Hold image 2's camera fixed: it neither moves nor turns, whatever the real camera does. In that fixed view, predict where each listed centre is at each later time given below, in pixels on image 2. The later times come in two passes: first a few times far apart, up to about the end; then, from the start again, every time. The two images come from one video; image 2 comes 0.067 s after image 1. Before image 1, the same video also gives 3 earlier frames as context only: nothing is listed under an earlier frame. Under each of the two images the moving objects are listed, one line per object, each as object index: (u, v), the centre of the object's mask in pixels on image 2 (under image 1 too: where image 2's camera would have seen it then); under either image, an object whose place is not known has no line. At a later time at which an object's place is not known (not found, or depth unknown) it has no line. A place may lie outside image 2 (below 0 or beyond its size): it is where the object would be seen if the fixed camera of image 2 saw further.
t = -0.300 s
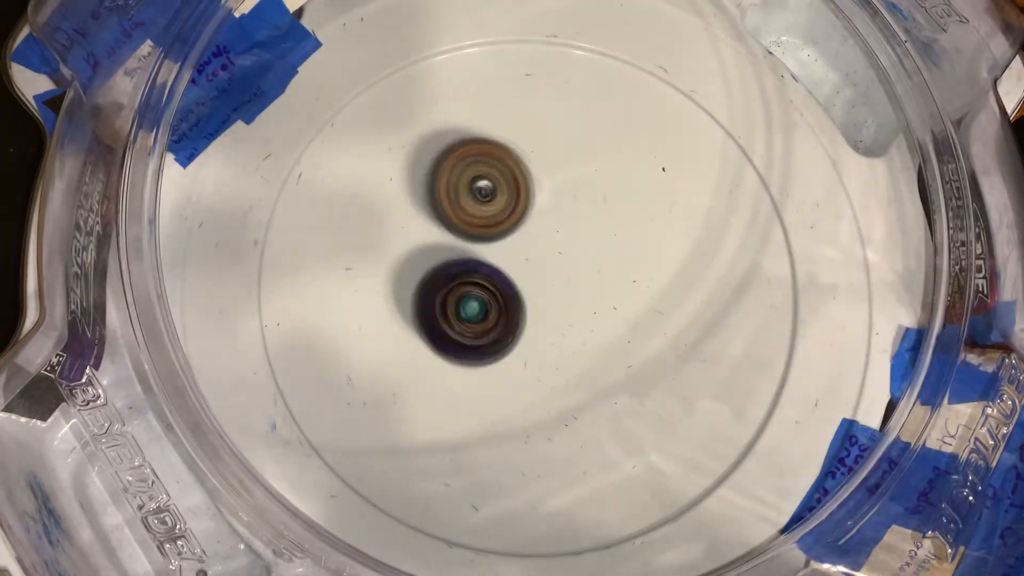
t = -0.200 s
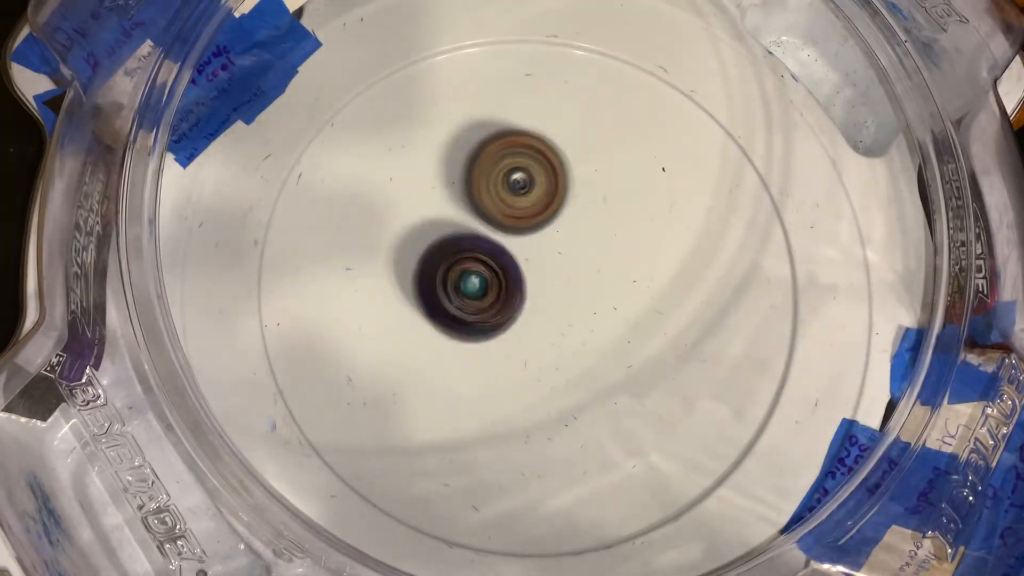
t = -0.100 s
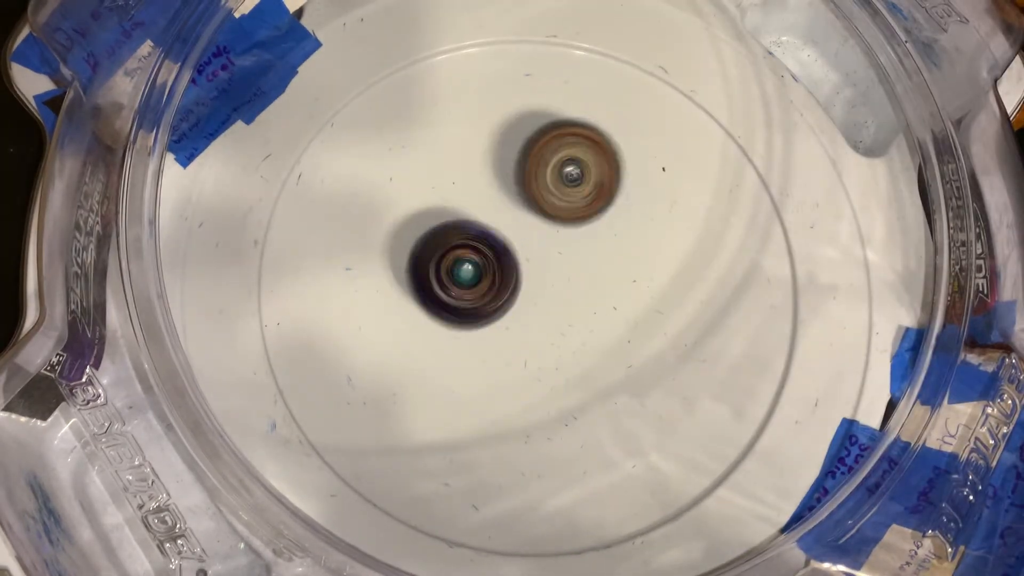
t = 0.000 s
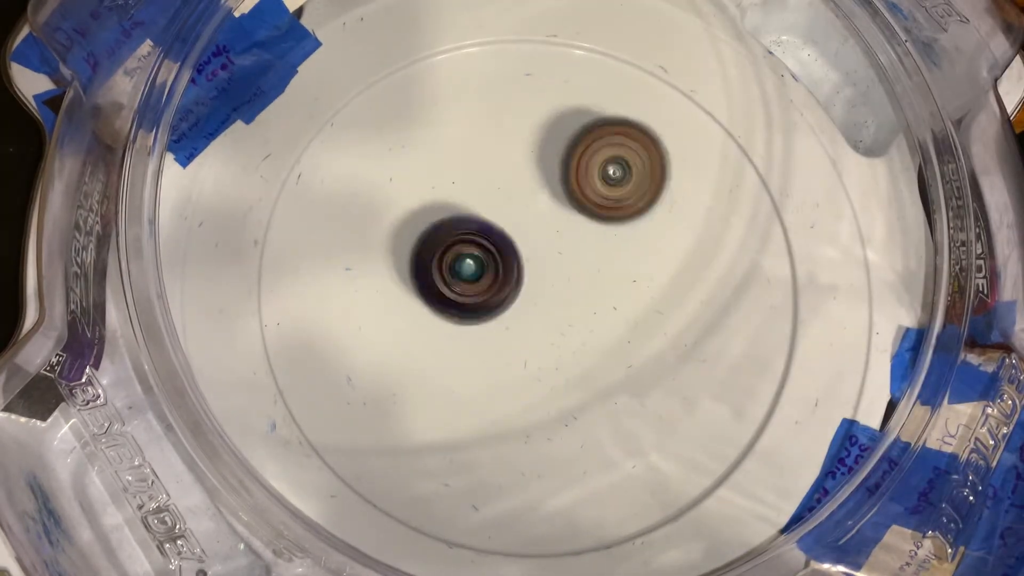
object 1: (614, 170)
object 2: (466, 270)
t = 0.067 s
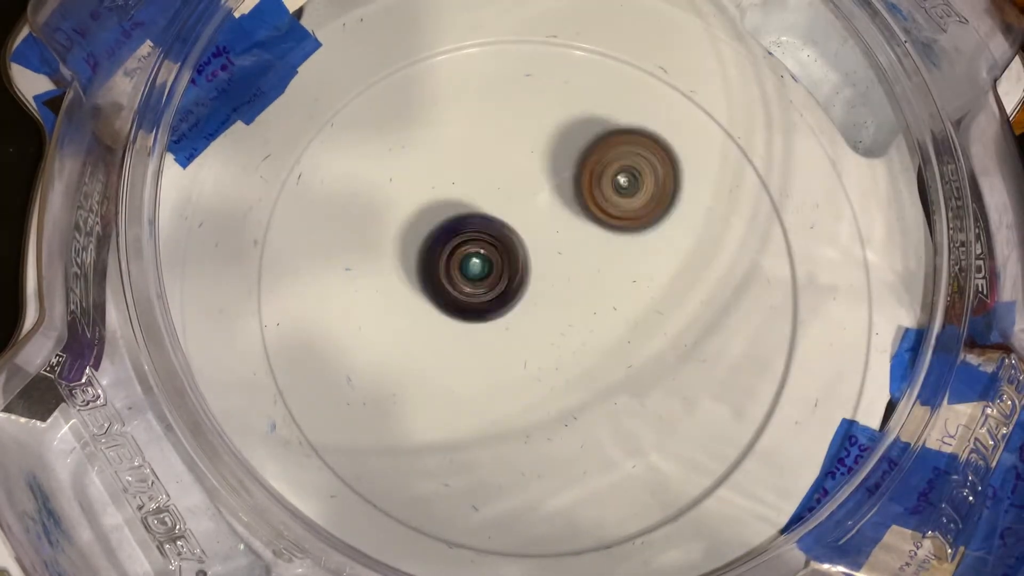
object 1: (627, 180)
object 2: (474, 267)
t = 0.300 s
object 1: (641, 238)
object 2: (493, 256)
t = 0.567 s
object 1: (630, 298)
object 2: (423, 277)
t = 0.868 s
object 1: (552, 254)
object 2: (445, 301)
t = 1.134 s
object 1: (584, 247)
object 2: (484, 317)
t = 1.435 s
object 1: (649, 277)
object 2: (428, 323)
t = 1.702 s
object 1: (555, 294)
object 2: (456, 324)
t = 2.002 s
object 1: (598, 278)
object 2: (443, 312)
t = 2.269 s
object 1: (647, 329)
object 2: (430, 280)
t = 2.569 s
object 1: (638, 307)
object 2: (436, 245)
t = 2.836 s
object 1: (570, 318)
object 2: (497, 248)
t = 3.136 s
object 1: (582, 404)
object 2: (492, 247)
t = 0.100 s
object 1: (630, 187)
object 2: (480, 265)
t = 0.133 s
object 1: (630, 195)
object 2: (484, 265)
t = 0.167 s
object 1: (629, 205)
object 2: (493, 264)
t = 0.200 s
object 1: (626, 214)
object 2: (501, 264)
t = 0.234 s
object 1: (623, 224)
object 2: (507, 263)
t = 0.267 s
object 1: (620, 232)
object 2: (514, 262)
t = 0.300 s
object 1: (641, 238)
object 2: (493, 256)
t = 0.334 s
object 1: (660, 248)
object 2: (473, 259)
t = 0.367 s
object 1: (673, 264)
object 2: (460, 263)
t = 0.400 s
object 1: (683, 271)
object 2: (451, 265)
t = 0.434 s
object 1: (686, 280)
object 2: (446, 268)
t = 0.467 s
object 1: (679, 288)
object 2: (438, 269)
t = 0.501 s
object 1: (665, 292)
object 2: (433, 272)
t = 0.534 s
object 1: (647, 296)
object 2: (427, 273)
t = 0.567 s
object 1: (630, 298)
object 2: (423, 277)
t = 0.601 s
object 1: (613, 296)
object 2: (423, 280)
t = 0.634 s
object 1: (595, 293)
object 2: (421, 283)
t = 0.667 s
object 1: (576, 289)
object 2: (427, 287)
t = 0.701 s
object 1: (560, 284)
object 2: (428, 290)
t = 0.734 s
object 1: (547, 279)
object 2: (436, 294)
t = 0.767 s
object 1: (548, 270)
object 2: (432, 295)
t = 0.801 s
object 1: (550, 263)
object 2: (436, 297)
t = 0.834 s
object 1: (551, 256)
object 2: (438, 298)
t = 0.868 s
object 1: (552, 254)
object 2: (445, 301)
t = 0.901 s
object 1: (553, 252)
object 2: (450, 302)
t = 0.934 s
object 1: (553, 249)
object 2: (458, 303)
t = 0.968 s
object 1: (560, 247)
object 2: (458, 304)
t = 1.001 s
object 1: (568, 246)
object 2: (462, 305)
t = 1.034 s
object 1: (576, 244)
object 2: (467, 310)
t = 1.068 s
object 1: (580, 242)
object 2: (473, 314)
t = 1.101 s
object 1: (582, 243)
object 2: (477, 315)
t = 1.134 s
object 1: (584, 247)
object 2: (484, 317)
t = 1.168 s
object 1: (586, 250)
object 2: (490, 320)
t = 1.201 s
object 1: (585, 252)
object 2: (497, 321)
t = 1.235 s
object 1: (582, 257)
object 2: (503, 323)
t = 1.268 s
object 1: (582, 261)
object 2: (510, 324)
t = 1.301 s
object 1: (593, 264)
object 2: (492, 332)
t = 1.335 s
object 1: (618, 263)
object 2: (461, 330)
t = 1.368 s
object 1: (636, 266)
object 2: (444, 329)
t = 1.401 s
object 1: (646, 272)
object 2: (428, 327)
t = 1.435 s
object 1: (649, 277)
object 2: (428, 323)
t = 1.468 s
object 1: (640, 286)
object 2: (429, 320)
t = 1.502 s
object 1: (635, 290)
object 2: (429, 317)
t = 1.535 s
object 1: (622, 293)
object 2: (436, 319)
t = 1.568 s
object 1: (612, 297)
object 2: (443, 322)
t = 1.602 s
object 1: (597, 298)
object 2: (447, 323)
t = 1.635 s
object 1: (580, 299)
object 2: (450, 328)
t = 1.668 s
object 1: (567, 298)
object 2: (453, 329)
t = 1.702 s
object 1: (555, 294)
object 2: (456, 324)
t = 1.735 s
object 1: (565, 292)
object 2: (443, 321)
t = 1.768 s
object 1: (565, 288)
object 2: (437, 318)
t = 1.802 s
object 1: (570, 289)
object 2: (438, 313)
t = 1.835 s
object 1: (568, 285)
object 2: (444, 312)
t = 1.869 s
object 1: (569, 286)
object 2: (453, 313)
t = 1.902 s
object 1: (571, 282)
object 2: (457, 319)
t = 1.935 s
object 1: (584, 281)
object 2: (447, 321)
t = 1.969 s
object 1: (589, 280)
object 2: (442, 317)
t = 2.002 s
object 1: (598, 278)
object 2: (443, 312)
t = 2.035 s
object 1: (600, 282)
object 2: (448, 305)
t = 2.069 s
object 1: (604, 283)
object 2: (459, 303)
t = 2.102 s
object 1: (603, 289)
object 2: (470, 301)
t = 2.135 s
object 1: (601, 290)
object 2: (480, 304)
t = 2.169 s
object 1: (600, 295)
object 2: (487, 308)
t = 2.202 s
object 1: (602, 303)
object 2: (480, 304)
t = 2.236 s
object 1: (629, 319)
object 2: (454, 294)
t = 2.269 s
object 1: (647, 329)
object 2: (430, 280)
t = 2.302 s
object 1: (653, 336)
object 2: (413, 271)
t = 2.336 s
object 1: (658, 337)
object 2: (402, 257)
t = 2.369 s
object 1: (660, 337)
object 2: (400, 242)
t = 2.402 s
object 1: (659, 334)
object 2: (402, 232)
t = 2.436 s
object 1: (658, 327)
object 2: (410, 227)
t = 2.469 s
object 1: (657, 325)
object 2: (420, 227)
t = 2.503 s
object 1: (652, 318)
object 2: (430, 235)
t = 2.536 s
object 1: (644, 309)
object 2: (434, 243)
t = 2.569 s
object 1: (638, 307)
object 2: (436, 245)
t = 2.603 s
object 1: (627, 308)
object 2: (442, 244)
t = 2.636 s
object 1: (613, 304)
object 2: (450, 245)
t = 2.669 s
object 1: (603, 296)
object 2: (457, 247)
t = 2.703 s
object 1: (596, 292)
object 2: (463, 250)
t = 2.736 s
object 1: (587, 288)
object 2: (474, 253)
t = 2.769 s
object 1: (581, 287)
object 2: (487, 257)
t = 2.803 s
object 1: (578, 301)
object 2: (492, 251)
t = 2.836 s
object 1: (570, 318)
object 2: (497, 248)
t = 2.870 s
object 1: (562, 335)
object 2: (501, 249)
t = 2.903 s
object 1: (558, 352)
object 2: (504, 250)
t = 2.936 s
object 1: (559, 370)
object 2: (505, 251)
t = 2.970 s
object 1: (561, 381)
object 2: (504, 251)
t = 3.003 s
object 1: (565, 390)
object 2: (504, 250)
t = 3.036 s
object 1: (571, 397)
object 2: (501, 249)
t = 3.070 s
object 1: (576, 401)
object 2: (498, 247)
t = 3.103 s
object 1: (580, 403)
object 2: (494, 247)
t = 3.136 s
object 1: (582, 404)
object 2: (492, 247)
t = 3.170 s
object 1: (580, 403)
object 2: (492, 247)
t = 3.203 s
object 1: (577, 401)
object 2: (494, 248)
